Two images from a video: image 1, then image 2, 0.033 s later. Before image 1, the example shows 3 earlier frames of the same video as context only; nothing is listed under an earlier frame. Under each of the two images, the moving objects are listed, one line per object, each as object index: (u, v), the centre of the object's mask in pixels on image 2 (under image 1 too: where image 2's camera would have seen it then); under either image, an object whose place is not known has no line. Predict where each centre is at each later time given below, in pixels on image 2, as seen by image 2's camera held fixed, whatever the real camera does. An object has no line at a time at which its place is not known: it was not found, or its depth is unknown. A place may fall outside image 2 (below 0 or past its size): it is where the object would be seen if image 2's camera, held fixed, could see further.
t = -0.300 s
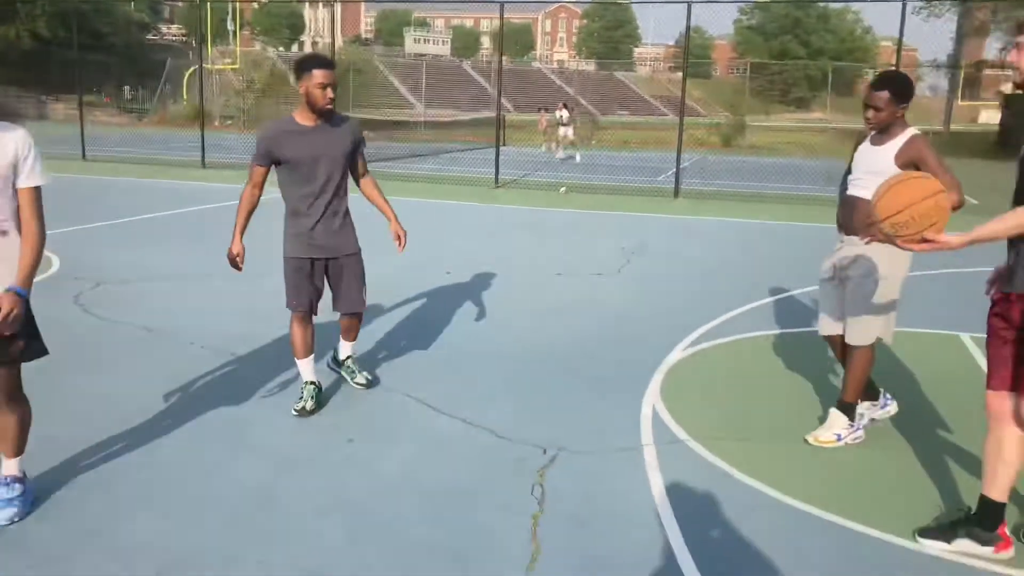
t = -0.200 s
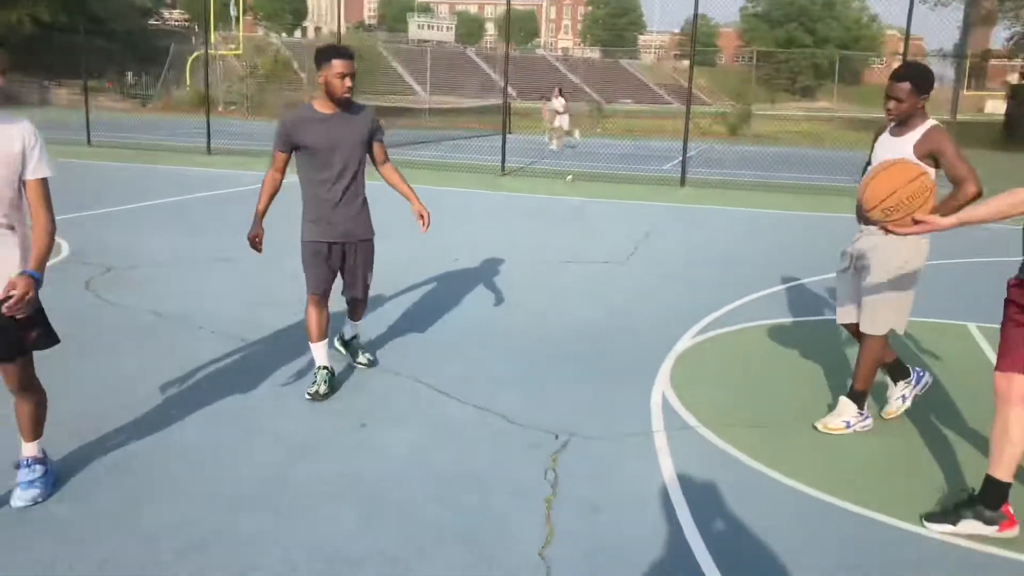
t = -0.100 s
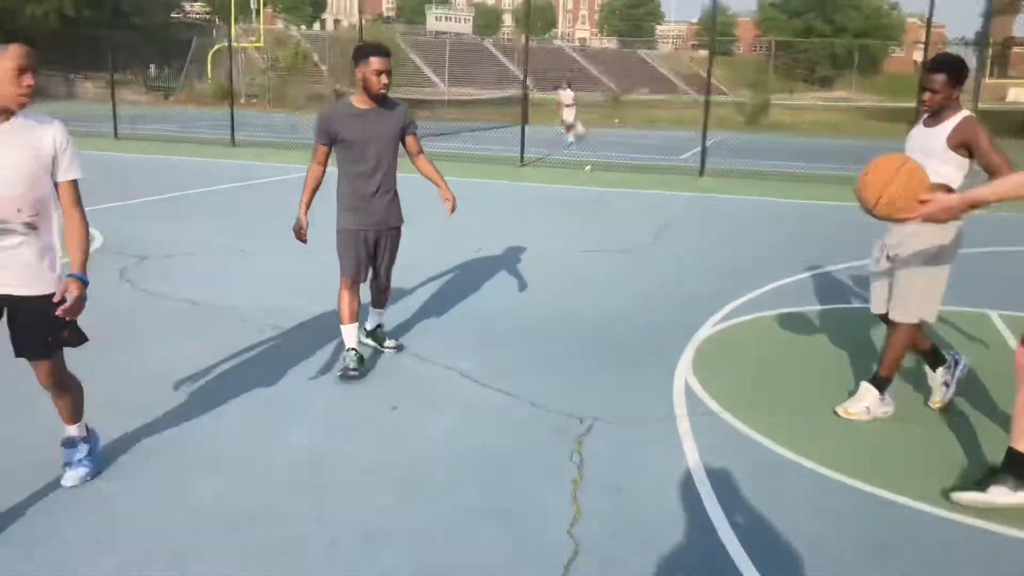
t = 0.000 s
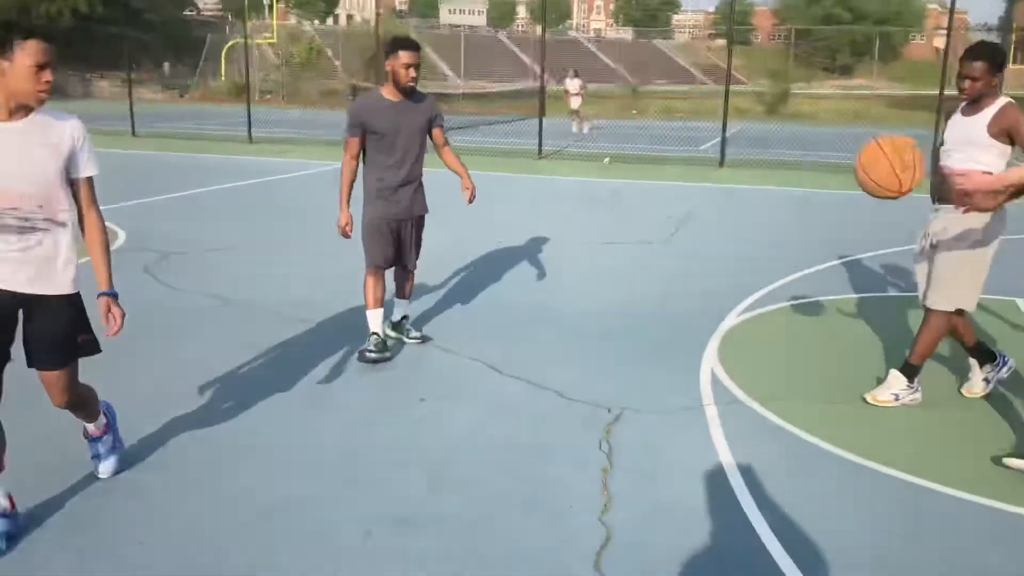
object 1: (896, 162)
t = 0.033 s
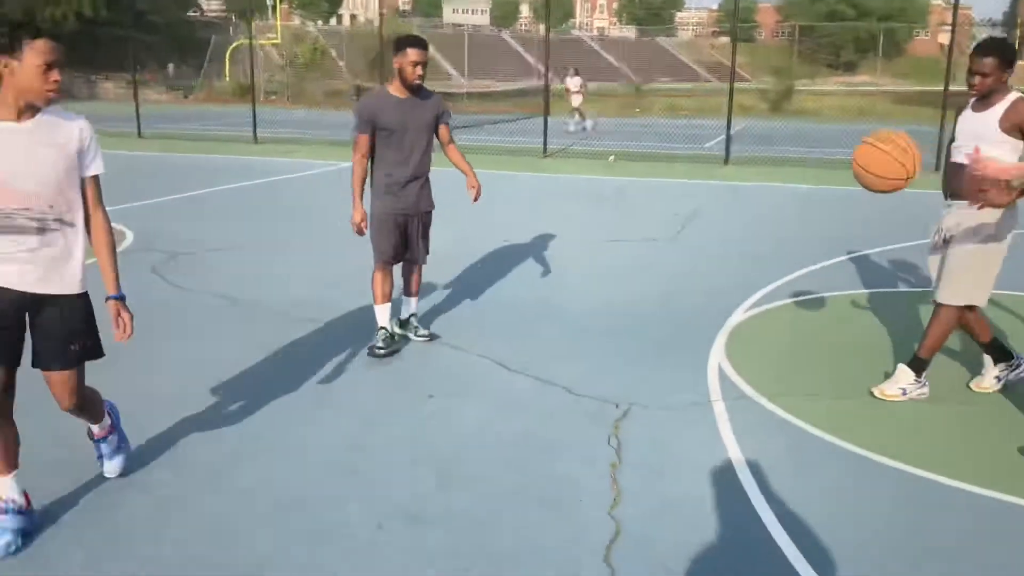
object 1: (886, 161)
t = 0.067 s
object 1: (875, 164)
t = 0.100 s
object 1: (866, 169)
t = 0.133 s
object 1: (856, 175)
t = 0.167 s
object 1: (846, 185)
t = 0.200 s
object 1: (836, 197)
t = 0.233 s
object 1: (827, 211)
